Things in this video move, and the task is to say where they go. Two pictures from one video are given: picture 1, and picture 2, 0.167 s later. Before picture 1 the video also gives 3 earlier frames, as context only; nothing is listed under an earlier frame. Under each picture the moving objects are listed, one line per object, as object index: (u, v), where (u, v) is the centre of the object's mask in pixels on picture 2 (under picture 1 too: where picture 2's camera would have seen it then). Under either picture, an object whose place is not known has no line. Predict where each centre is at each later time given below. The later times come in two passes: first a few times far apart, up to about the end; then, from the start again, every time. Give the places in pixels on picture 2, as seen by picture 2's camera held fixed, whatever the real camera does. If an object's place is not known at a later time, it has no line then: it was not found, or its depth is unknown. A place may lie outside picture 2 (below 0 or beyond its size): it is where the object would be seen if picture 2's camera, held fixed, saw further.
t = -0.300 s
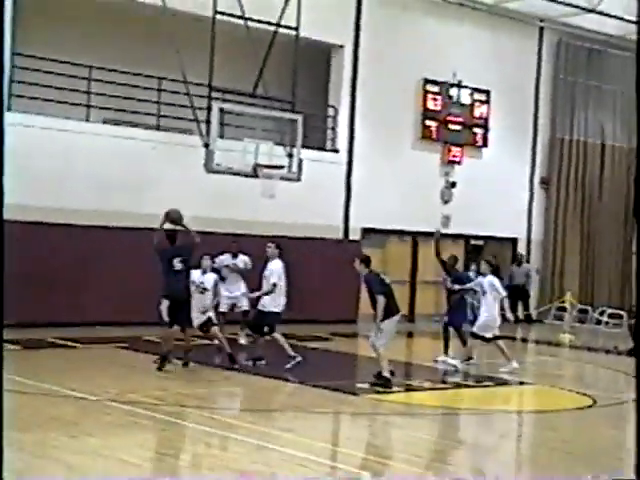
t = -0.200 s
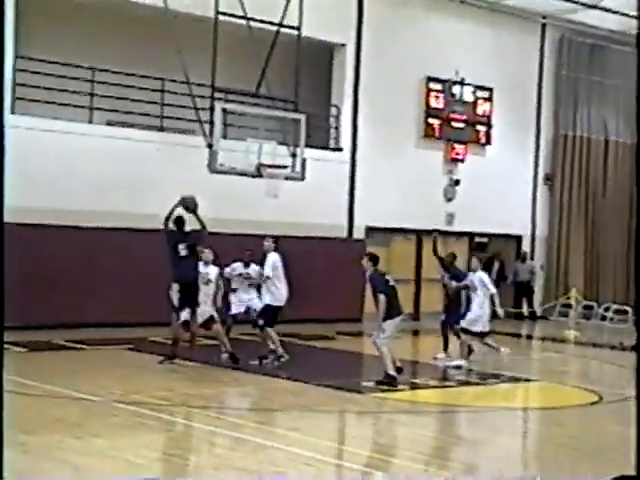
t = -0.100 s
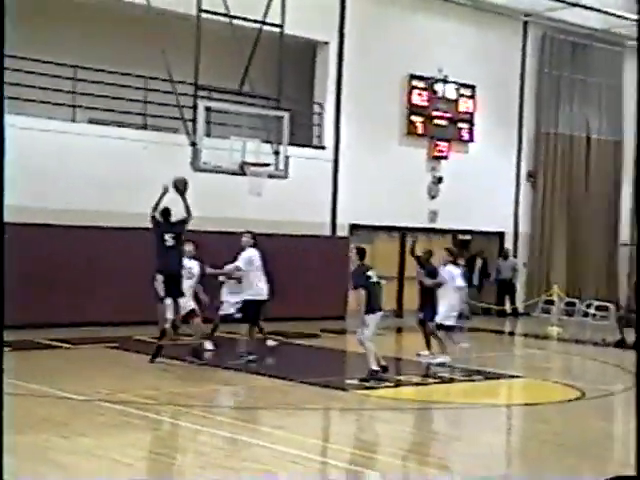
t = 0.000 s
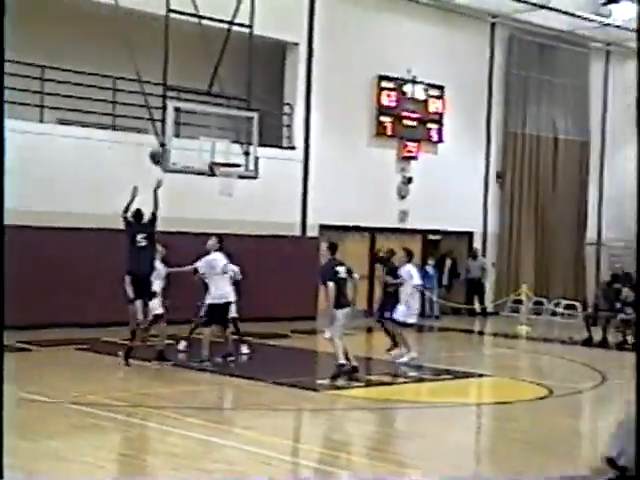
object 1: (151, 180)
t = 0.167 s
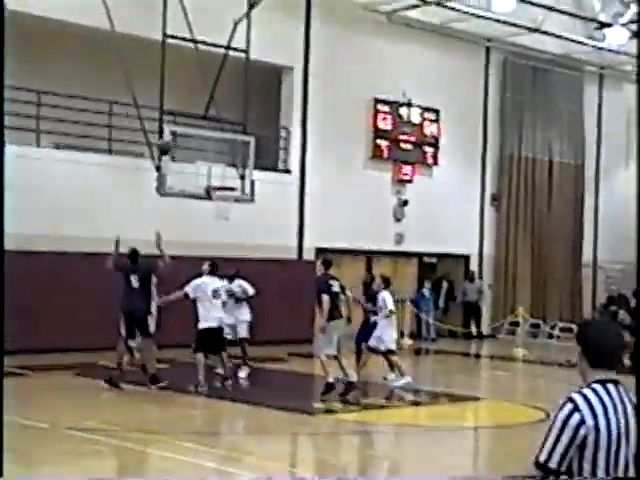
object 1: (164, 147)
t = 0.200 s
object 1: (166, 143)
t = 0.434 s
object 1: (178, 136)
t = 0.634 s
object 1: (202, 154)
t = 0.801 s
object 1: (230, 183)
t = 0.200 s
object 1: (166, 143)
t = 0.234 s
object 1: (167, 141)
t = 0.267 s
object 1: (169, 138)
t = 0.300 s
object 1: (172, 136)
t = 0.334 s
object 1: (174, 135)
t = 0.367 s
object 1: (175, 135)
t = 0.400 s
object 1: (177, 135)
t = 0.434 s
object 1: (178, 136)
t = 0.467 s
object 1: (179, 137)
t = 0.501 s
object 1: (181, 139)
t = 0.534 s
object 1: (186, 141)
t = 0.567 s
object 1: (190, 145)
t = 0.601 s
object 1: (196, 149)
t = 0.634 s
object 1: (202, 154)
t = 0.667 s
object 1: (207, 158)
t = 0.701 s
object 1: (213, 164)
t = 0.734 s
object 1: (218, 169)
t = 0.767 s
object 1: (224, 175)
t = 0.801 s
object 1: (230, 183)
